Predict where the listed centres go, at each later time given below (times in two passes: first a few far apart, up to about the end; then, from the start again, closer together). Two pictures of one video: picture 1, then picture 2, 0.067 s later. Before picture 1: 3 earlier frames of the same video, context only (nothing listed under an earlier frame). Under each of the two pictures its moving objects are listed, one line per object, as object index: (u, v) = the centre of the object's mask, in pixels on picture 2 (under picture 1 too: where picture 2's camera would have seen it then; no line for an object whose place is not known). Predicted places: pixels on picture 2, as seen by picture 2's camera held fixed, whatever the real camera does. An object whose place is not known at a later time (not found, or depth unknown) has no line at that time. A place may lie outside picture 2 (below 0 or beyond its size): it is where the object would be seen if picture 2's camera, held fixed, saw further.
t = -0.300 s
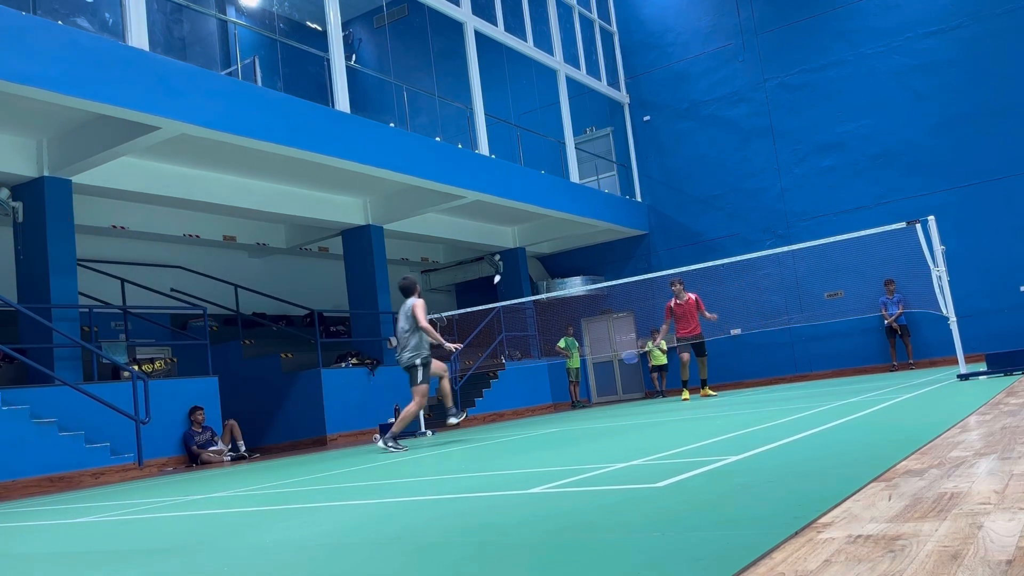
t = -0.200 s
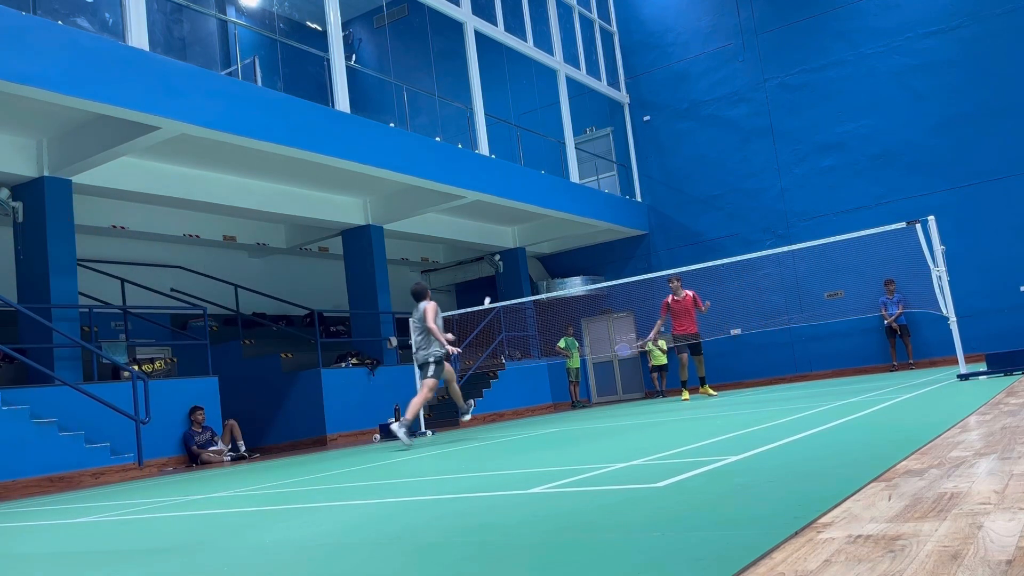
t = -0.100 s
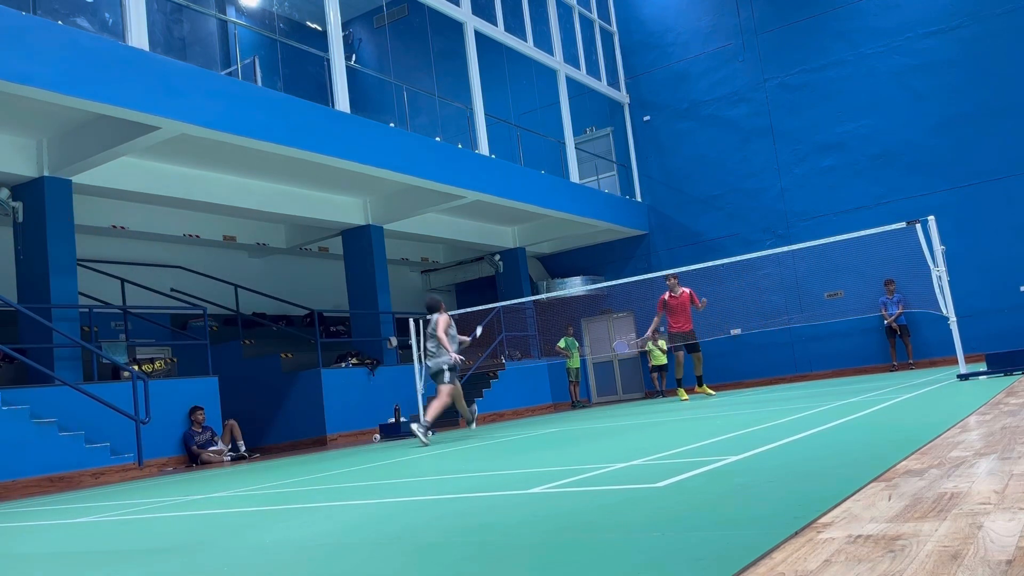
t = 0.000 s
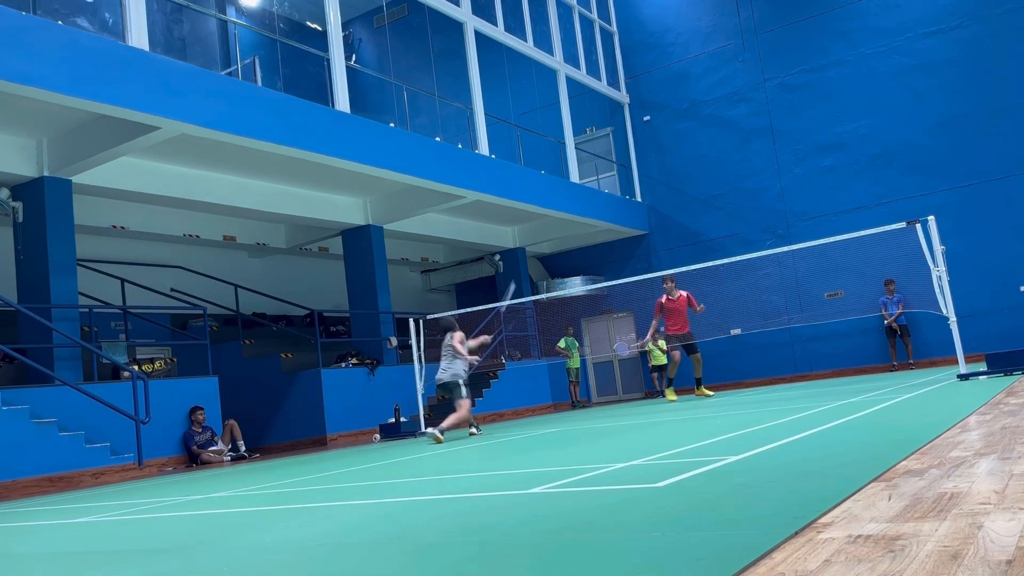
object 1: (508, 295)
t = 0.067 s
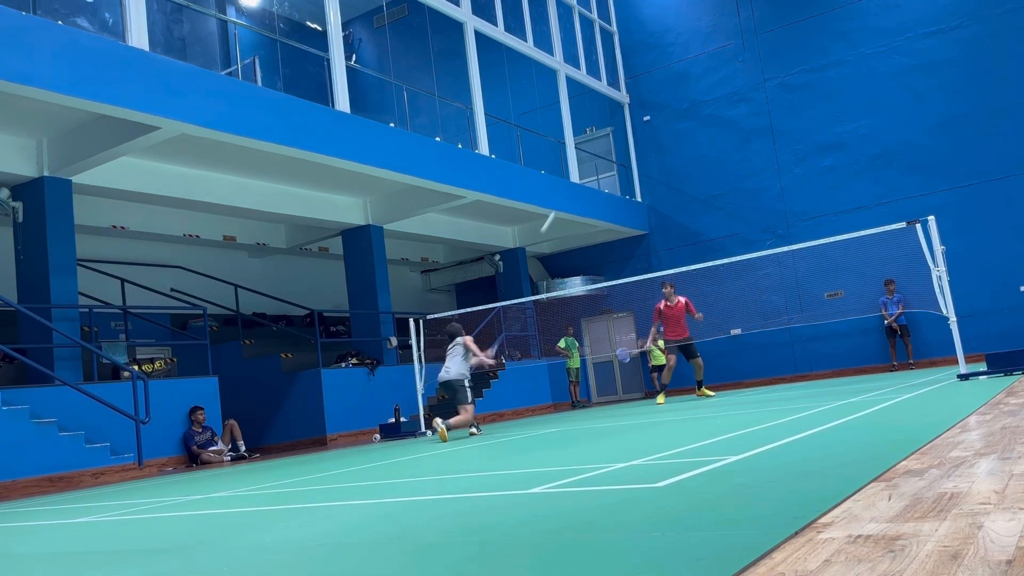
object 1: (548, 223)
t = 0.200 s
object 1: (605, 135)
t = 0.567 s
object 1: (694, 54)
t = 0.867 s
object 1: (750, 62)
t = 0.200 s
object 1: (605, 135)
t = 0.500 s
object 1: (679, 55)
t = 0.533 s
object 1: (685, 54)
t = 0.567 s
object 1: (694, 54)
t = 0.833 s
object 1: (741, 60)
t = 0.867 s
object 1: (750, 62)
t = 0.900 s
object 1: (748, 65)
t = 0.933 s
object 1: (755, 71)
